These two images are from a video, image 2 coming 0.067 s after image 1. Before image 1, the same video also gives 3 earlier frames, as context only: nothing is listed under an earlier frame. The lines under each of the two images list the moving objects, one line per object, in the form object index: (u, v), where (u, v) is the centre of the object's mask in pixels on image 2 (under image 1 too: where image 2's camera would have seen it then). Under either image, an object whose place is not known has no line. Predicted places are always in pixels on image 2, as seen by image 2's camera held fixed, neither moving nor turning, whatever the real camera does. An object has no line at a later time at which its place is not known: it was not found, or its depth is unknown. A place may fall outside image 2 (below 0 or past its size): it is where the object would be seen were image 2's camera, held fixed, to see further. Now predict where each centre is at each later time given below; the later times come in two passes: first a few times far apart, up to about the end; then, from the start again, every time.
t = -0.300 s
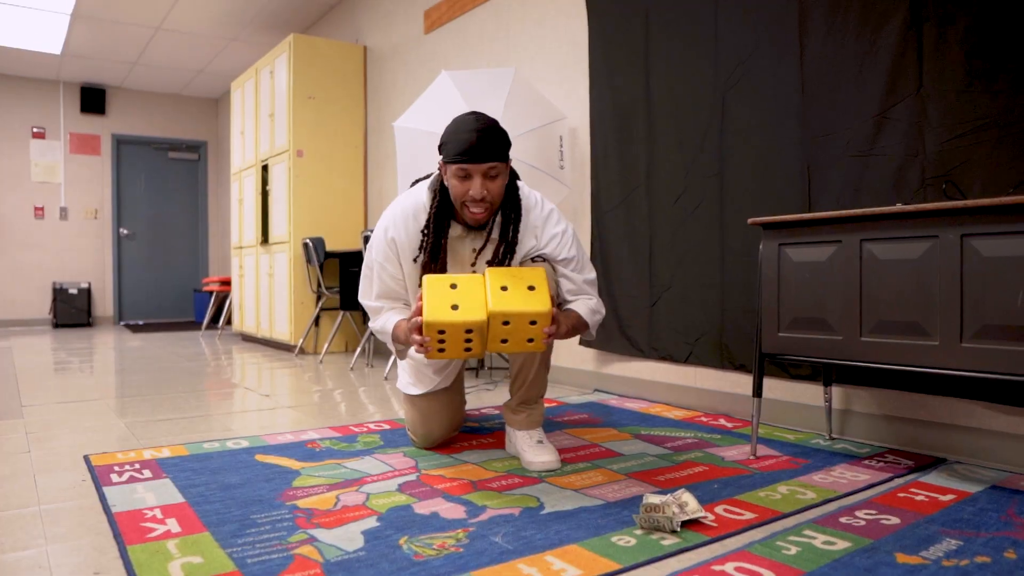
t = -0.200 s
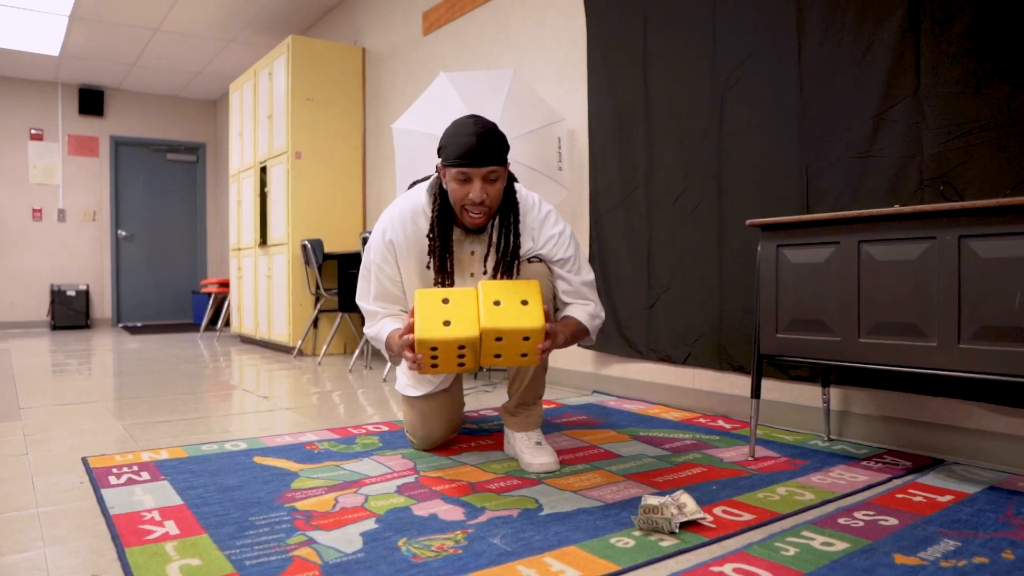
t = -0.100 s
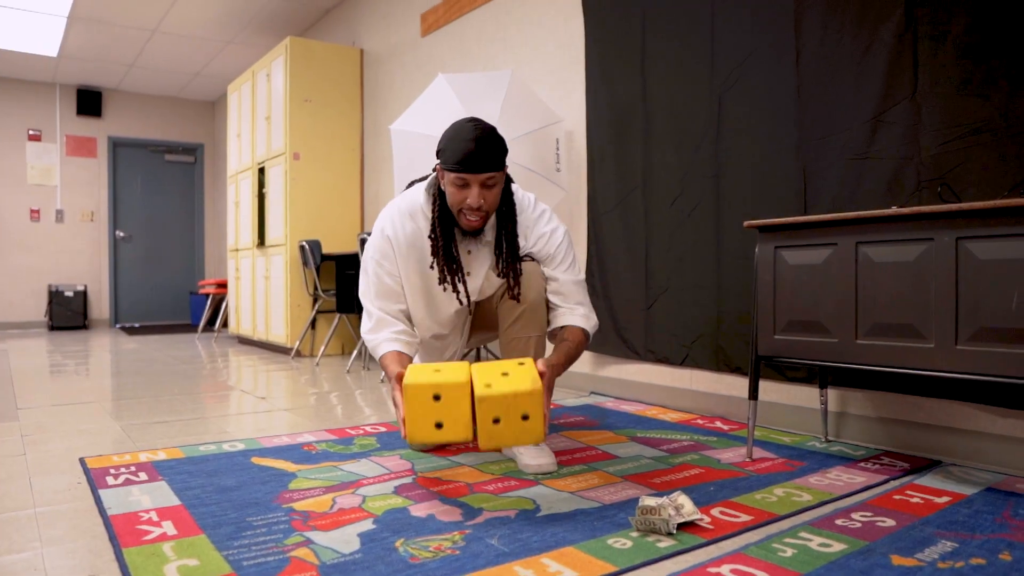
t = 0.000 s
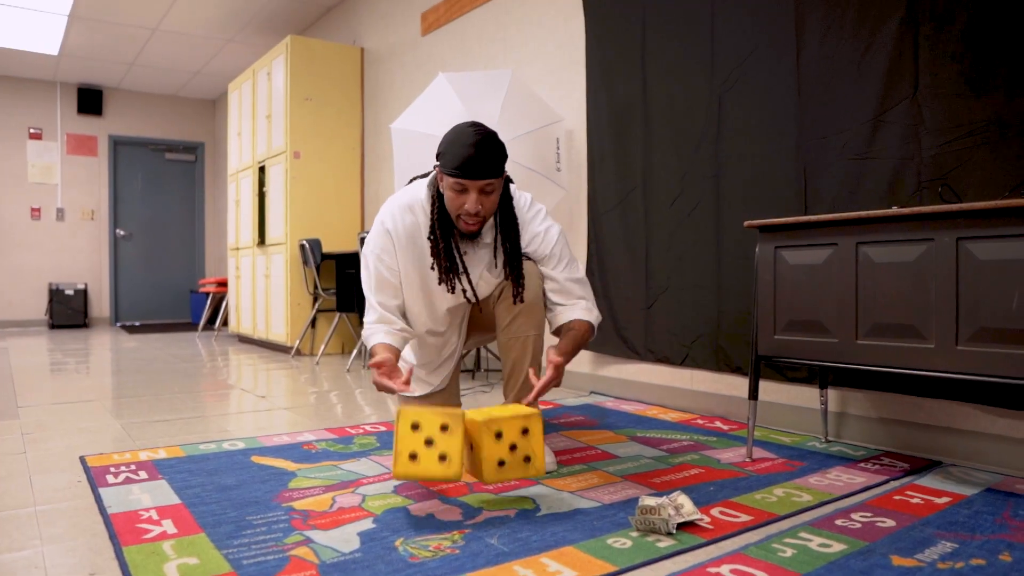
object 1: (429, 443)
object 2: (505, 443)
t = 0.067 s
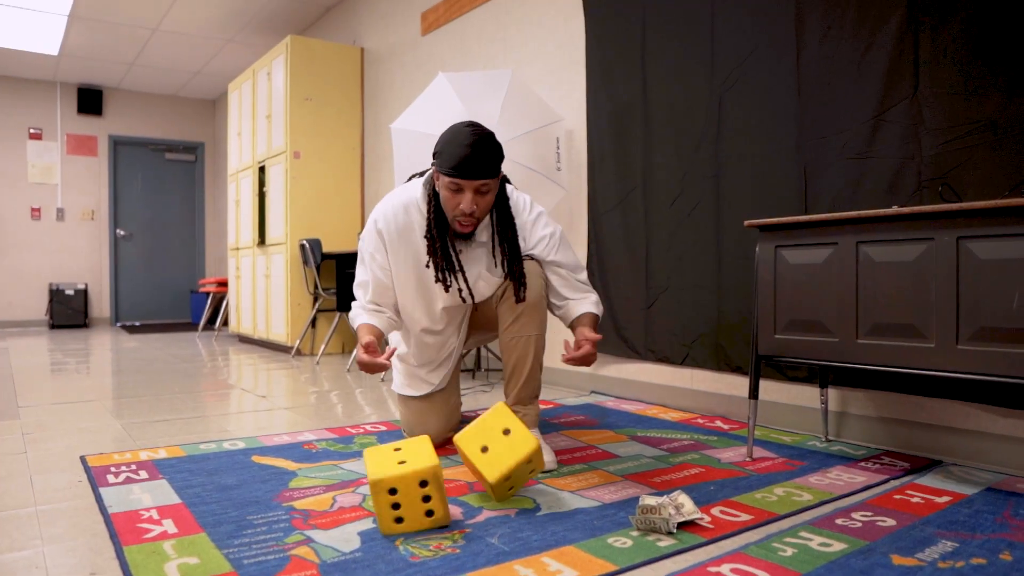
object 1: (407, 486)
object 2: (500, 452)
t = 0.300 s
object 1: (413, 445)
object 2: (535, 471)
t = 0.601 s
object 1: (402, 510)
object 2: (581, 482)
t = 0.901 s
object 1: (378, 550)
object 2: (623, 495)
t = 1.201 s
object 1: (398, 555)
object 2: (655, 511)
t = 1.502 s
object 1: (394, 554)
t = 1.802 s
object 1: (394, 555)
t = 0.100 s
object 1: (406, 468)
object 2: (504, 453)
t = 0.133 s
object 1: (406, 451)
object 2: (509, 450)
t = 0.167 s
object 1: (406, 440)
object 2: (513, 452)
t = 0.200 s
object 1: (410, 433)
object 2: (517, 458)
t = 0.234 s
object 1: (412, 431)
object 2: (523, 467)
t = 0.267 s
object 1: (412, 435)
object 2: (532, 474)
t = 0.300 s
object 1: (413, 445)
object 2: (535, 471)
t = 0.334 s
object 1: (414, 460)
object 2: (539, 470)
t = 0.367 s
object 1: (418, 483)
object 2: (545, 469)
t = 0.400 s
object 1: (419, 510)
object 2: (552, 471)
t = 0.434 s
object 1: (417, 506)
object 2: (558, 476)
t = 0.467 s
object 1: (412, 495)
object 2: (566, 481)
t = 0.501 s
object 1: (413, 492)
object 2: (569, 481)
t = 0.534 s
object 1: (411, 491)
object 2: (572, 481)
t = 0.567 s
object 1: (407, 496)
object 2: (577, 482)
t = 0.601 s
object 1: (402, 510)
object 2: (581, 482)
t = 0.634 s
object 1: (398, 532)
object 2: (586, 483)
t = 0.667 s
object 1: (399, 543)
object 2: (592, 485)
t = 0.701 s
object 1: (393, 542)
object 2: (598, 484)
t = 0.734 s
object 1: (388, 537)
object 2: (603, 483)
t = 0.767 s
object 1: (384, 537)
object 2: (608, 483)
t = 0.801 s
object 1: (380, 540)
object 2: (611, 484)
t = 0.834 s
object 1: (378, 548)
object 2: (615, 488)
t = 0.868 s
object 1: (378, 548)
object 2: (620, 494)
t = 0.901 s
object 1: (378, 550)
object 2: (623, 495)
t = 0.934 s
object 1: (374, 552)
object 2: (627, 499)
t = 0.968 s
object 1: (375, 553)
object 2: (633, 503)
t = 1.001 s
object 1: (380, 556)
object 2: (639, 504)
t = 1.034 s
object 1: (383, 553)
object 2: (647, 506)
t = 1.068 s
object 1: (386, 552)
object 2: (653, 505)
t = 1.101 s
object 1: (390, 554)
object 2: (656, 508)
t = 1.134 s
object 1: (393, 553)
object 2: (657, 511)
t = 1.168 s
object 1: (396, 553)
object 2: (656, 510)
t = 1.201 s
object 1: (398, 555)
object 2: (655, 511)
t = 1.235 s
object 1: (398, 557)
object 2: (655, 511)
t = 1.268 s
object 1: (397, 560)
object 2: (655, 511)
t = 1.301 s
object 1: (393, 557)
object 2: (655, 511)
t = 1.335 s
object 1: (389, 556)
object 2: (655, 511)
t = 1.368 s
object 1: (386, 554)
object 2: (655, 511)
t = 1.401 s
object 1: (385, 554)
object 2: (655, 511)
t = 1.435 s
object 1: (386, 554)
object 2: (655, 511)
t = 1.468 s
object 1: (390, 555)
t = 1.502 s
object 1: (394, 554)
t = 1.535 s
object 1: (395, 555)
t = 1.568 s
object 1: (394, 555)
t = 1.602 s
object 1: (394, 555)
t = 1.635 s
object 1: (395, 555)
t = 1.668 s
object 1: (395, 555)
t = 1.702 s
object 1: (395, 555)
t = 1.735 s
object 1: (394, 554)
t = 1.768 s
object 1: (394, 554)
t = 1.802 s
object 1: (394, 555)
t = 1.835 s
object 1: (394, 555)
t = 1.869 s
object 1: (394, 555)
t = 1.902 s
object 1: (394, 555)
